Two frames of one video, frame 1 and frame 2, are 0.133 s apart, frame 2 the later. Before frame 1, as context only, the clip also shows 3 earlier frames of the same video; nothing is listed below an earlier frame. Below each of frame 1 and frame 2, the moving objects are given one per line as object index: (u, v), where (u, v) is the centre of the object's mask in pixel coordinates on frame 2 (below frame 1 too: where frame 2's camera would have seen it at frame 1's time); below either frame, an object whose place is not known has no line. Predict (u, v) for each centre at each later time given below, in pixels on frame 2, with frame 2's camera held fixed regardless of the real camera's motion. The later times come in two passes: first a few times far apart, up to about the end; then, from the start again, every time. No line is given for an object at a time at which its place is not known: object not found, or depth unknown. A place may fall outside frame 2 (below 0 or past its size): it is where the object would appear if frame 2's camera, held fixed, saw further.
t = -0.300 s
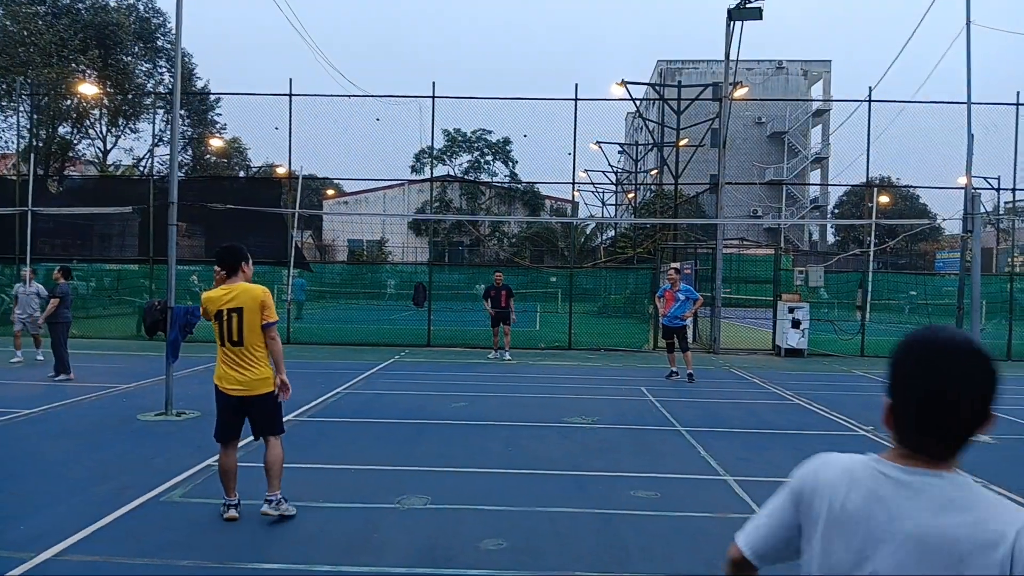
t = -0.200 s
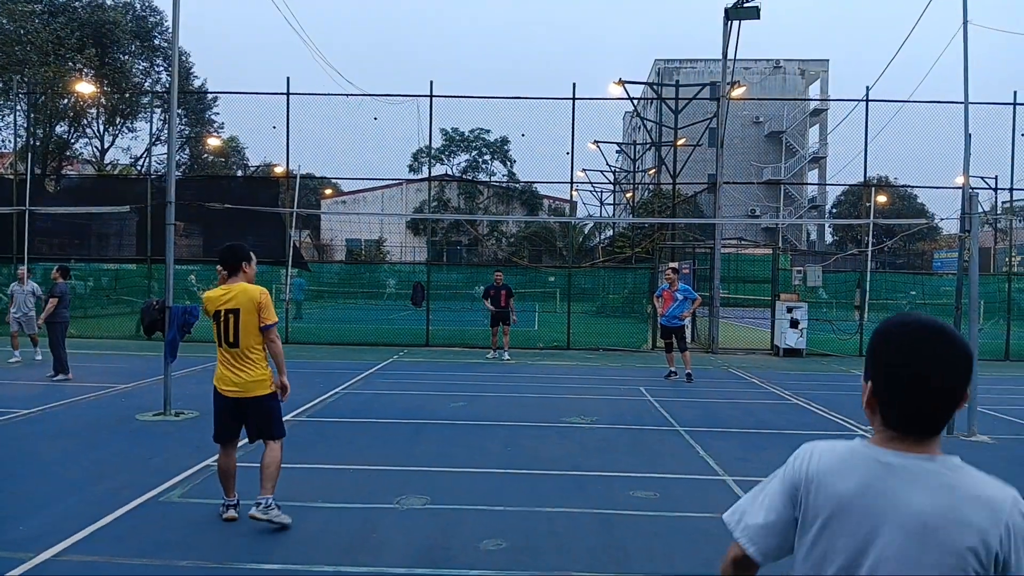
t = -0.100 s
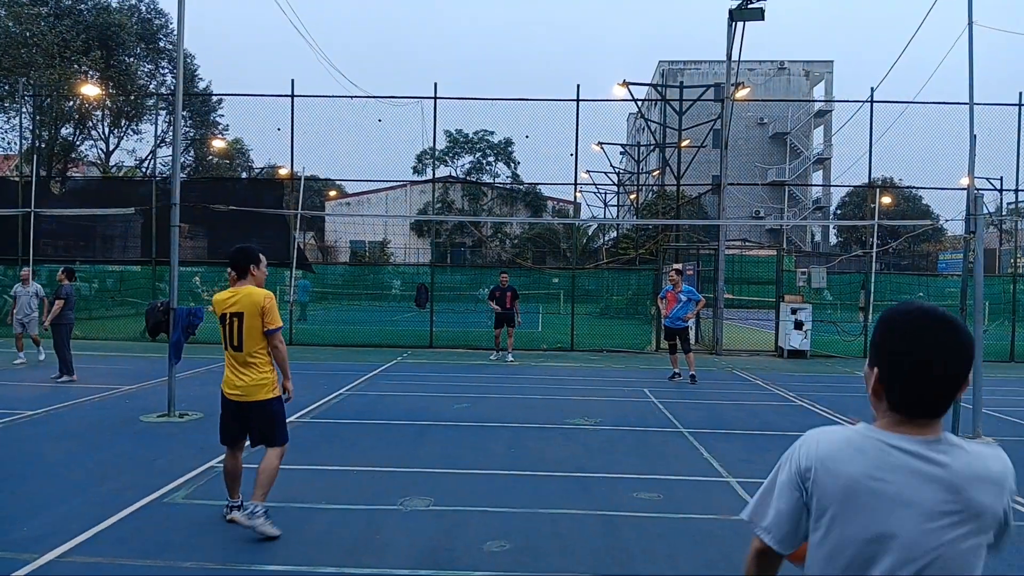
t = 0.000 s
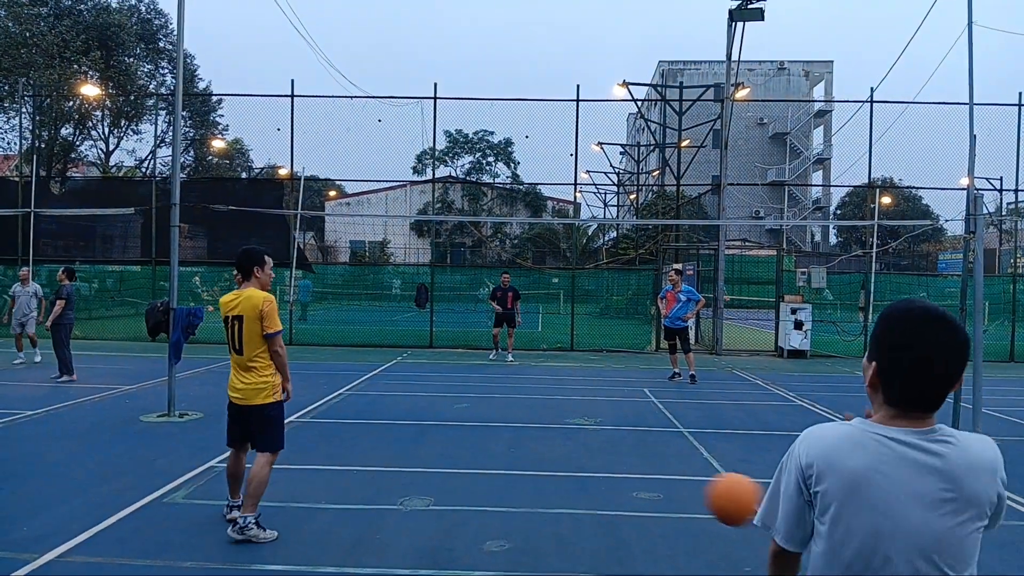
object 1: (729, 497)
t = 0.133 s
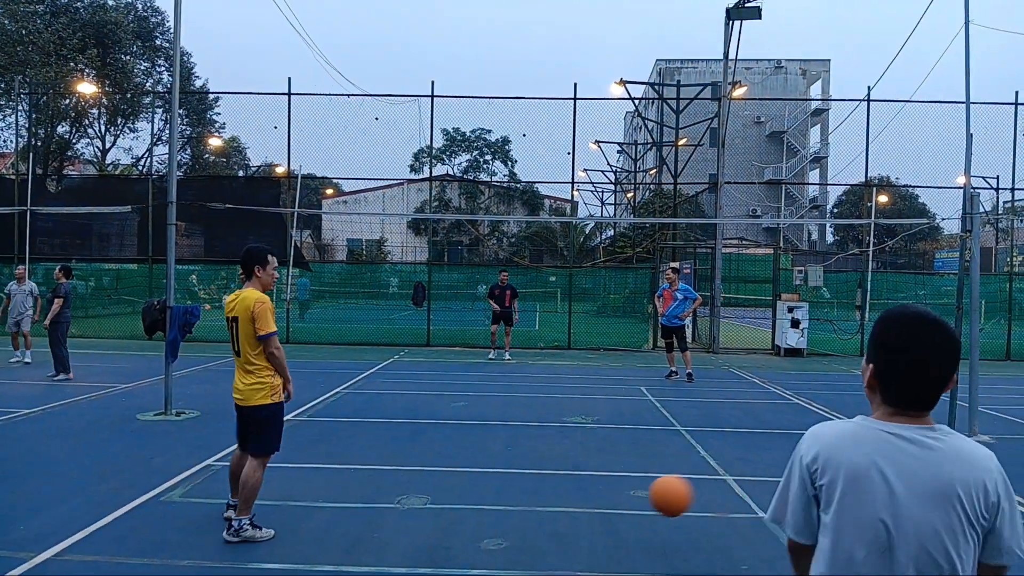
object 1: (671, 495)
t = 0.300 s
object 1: (629, 448)
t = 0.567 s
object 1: (591, 381)
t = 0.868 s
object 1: (563, 410)
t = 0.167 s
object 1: (659, 499)
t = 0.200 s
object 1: (649, 505)
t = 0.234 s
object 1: (641, 489)
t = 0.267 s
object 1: (634, 466)
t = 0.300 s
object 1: (629, 448)
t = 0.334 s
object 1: (623, 433)
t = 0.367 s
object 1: (618, 419)
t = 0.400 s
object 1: (613, 409)
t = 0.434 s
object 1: (608, 400)
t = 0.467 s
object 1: (603, 392)
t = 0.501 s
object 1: (599, 387)
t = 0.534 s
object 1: (595, 383)
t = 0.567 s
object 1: (591, 381)
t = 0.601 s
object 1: (588, 379)
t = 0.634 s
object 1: (584, 380)
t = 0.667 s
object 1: (581, 381)
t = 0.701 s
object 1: (577, 383)
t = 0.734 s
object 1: (574, 386)
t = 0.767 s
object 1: (571, 391)
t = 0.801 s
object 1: (569, 397)
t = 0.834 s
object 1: (566, 403)
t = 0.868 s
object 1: (563, 410)
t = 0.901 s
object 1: (561, 407)
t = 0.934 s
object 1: (558, 396)
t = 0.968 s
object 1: (554, 387)
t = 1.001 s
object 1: (552, 380)
